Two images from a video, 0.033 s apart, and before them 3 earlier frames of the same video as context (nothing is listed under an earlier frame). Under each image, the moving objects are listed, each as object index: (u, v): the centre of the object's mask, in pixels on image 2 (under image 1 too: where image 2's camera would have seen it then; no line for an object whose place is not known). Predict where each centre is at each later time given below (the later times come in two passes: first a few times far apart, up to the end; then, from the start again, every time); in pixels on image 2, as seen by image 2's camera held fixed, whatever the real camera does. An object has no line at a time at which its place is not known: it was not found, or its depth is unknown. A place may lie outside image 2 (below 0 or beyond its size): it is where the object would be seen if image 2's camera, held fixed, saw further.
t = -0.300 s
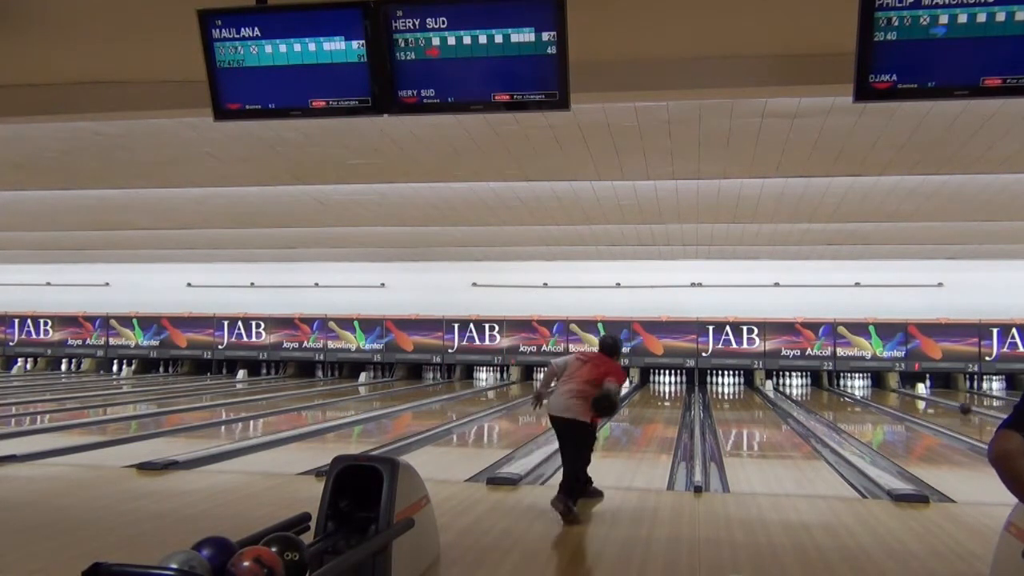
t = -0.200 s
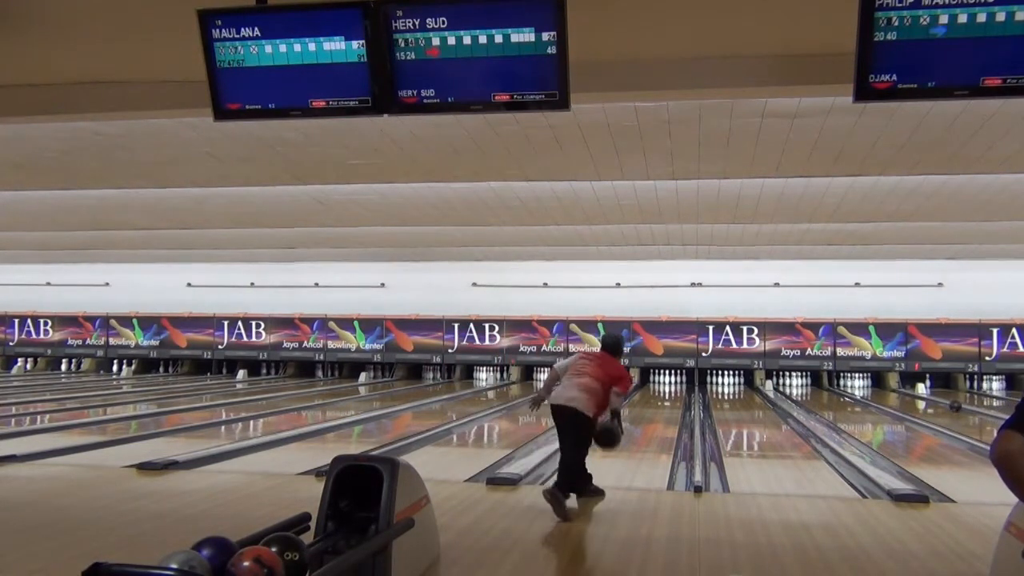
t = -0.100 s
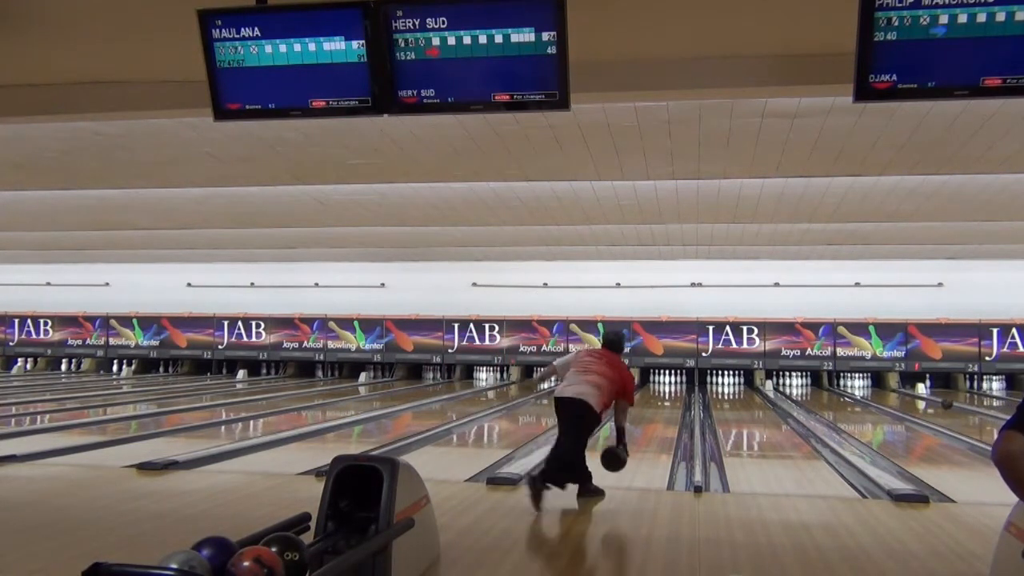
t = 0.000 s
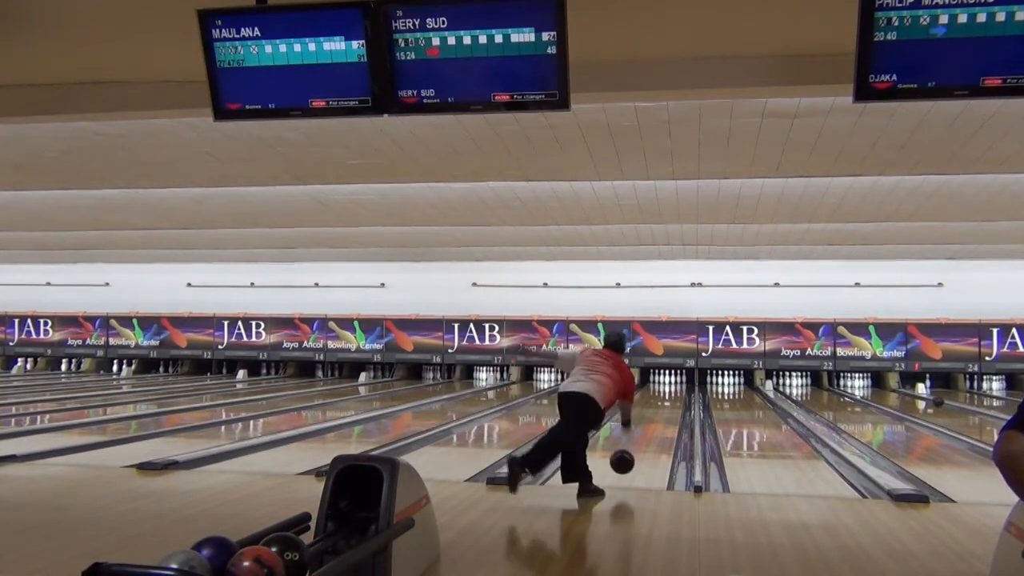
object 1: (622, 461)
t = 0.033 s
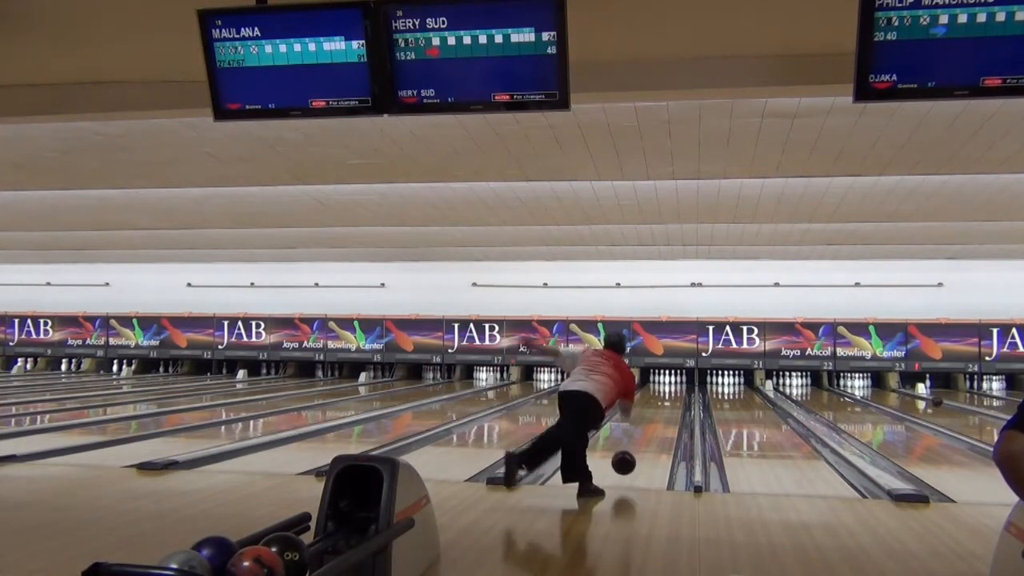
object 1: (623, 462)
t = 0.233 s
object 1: (636, 455)
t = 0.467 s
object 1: (647, 438)
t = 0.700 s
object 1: (654, 427)
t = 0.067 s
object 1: (626, 465)
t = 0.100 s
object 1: (629, 465)
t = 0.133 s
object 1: (631, 462)
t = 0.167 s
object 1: (634, 458)
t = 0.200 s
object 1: (635, 457)
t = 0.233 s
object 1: (636, 455)
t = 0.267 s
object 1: (638, 452)
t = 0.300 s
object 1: (640, 449)
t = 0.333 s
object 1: (642, 446)
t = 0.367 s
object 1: (644, 444)
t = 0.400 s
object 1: (645, 442)
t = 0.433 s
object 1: (646, 441)
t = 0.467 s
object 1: (647, 438)
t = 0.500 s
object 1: (649, 436)
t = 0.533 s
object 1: (650, 434)
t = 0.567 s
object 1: (652, 432)
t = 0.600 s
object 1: (652, 431)
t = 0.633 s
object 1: (653, 430)
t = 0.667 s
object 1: (654, 428)
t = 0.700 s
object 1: (654, 427)
